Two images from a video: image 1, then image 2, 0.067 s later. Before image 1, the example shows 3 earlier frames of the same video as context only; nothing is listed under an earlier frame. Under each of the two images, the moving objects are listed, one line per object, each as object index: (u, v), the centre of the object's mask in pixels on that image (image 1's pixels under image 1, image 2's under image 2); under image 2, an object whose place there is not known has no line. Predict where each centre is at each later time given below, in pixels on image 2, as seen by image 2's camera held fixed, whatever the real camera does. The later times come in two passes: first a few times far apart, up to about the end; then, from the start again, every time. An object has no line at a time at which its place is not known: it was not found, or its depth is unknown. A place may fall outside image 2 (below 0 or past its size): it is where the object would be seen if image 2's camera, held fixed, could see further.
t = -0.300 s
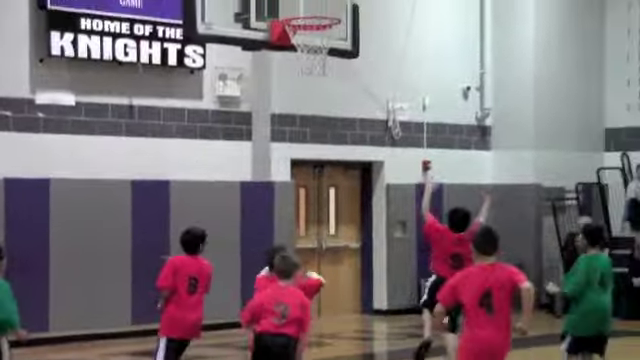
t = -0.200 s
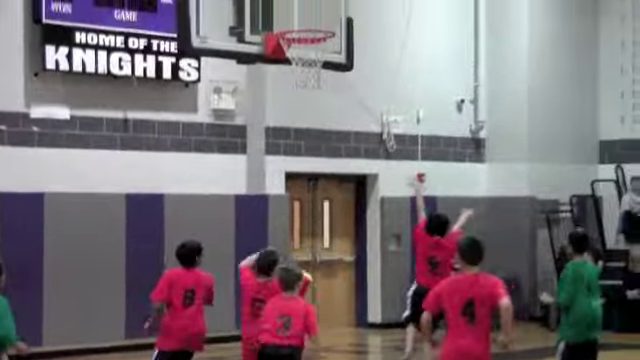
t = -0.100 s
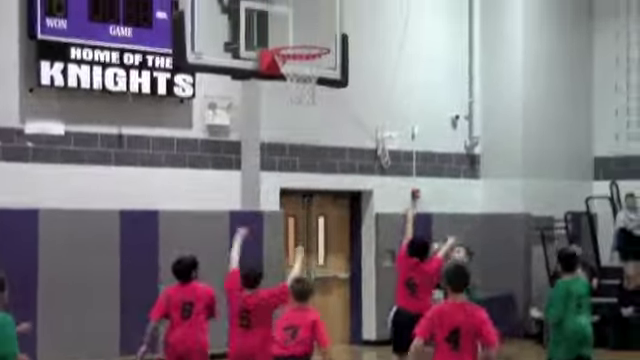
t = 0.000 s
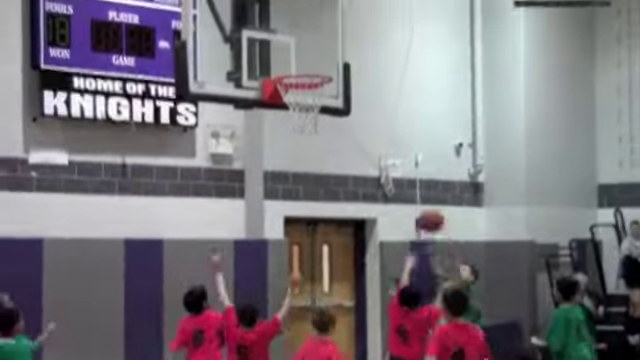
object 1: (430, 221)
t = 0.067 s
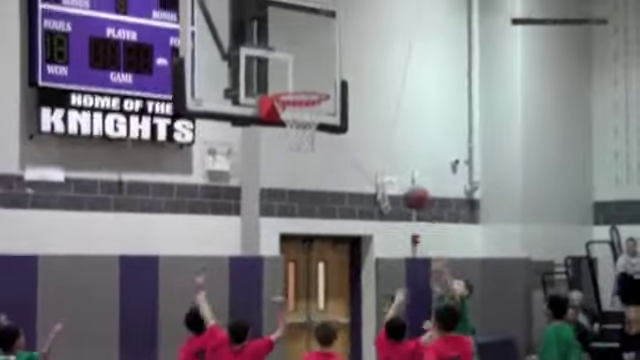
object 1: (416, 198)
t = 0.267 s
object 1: (382, 106)
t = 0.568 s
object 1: (332, 48)
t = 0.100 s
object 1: (410, 180)
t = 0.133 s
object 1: (405, 163)
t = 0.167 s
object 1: (399, 147)
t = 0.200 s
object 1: (393, 132)
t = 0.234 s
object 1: (388, 119)
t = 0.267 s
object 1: (382, 106)
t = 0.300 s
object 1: (376, 95)
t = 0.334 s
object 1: (371, 84)
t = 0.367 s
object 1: (365, 76)
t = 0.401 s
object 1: (360, 68)
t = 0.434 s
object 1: (355, 61)
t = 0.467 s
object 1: (349, 56)
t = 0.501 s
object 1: (343, 52)
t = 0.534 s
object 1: (337, 50)
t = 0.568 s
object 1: (332, 48)
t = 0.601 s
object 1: (326, 48)
